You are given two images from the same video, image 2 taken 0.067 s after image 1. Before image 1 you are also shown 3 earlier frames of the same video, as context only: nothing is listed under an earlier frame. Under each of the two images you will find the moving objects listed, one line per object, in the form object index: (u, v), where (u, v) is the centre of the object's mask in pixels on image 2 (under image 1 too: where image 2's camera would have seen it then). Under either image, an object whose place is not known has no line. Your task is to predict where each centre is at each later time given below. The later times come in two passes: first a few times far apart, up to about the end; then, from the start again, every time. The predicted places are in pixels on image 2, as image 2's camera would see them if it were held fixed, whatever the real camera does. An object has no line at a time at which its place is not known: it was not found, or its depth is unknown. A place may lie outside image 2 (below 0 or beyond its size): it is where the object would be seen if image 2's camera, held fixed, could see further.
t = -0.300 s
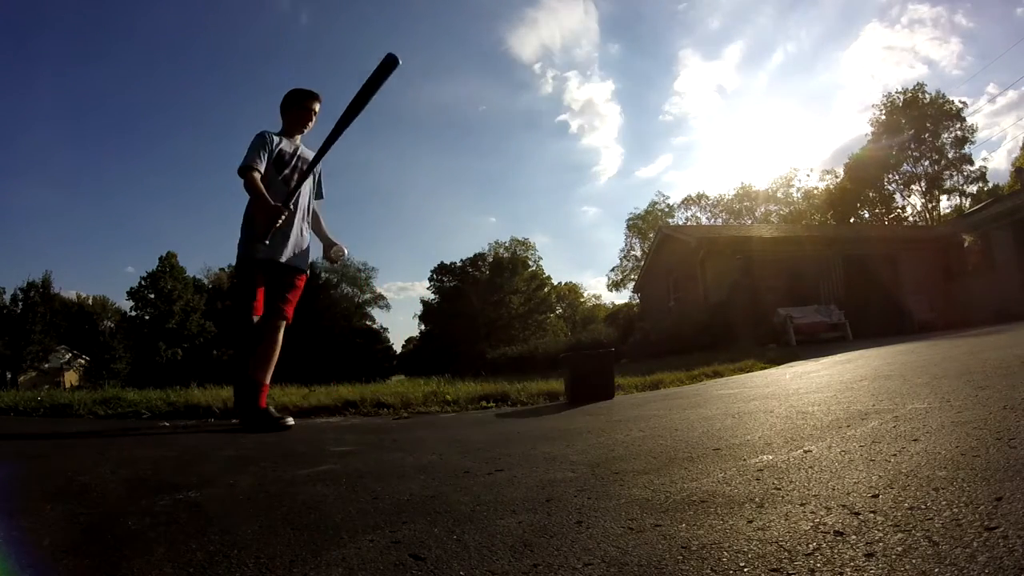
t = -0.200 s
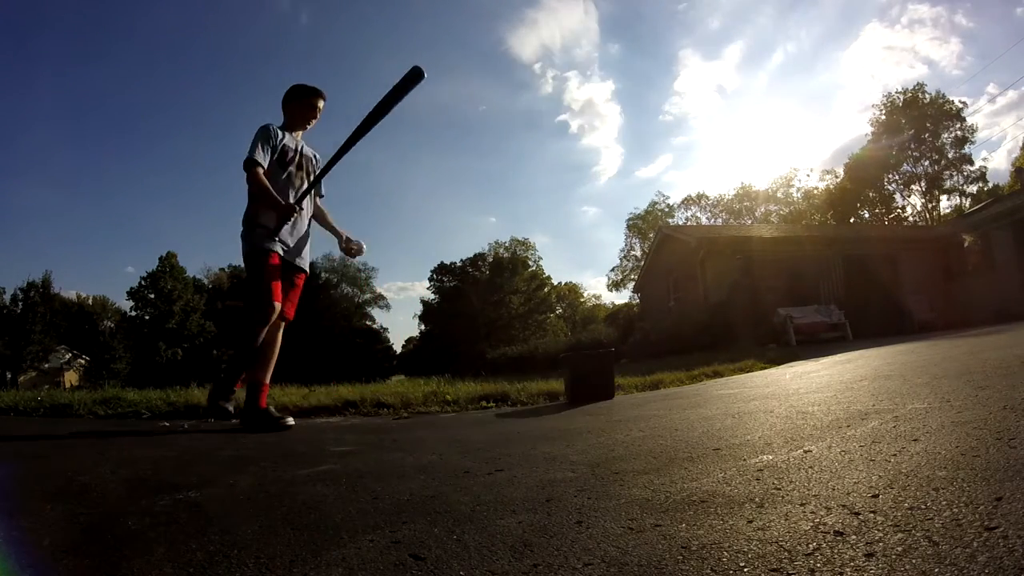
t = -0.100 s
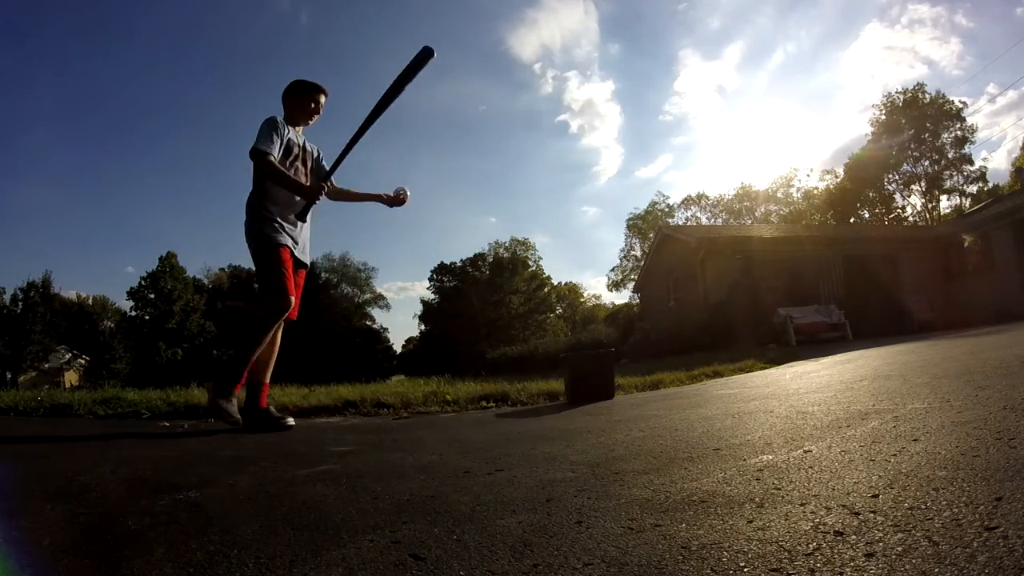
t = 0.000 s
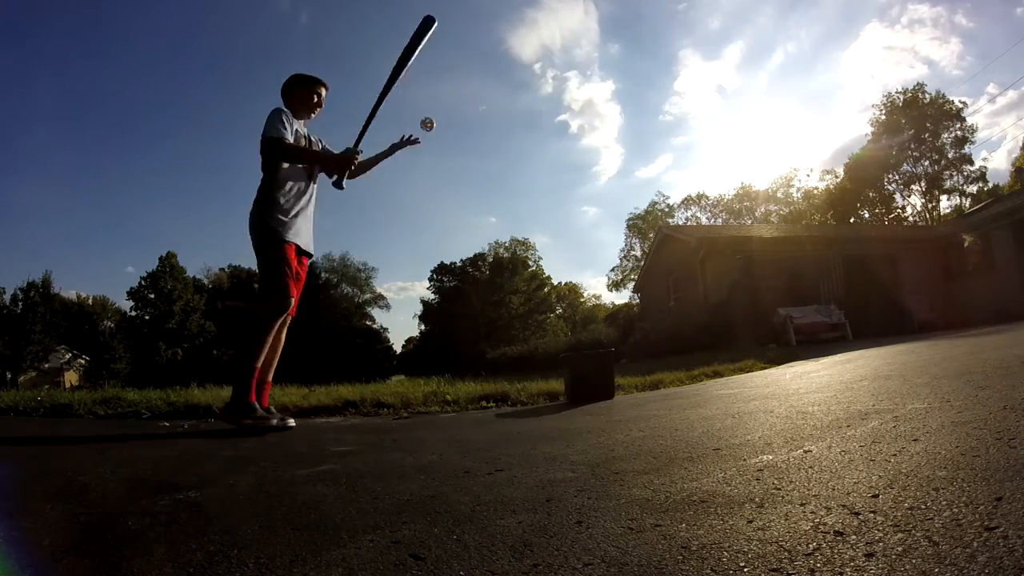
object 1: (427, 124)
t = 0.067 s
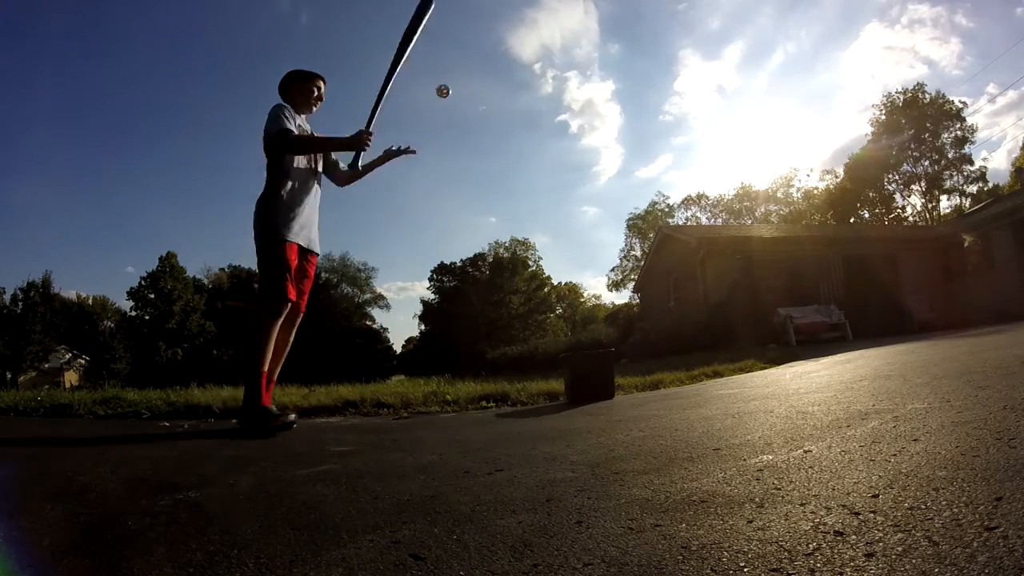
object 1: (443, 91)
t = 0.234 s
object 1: (480, 46)
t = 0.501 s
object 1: (538, 63)
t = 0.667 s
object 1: (581, 138)
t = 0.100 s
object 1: (451, 78)
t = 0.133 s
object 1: (458, 67)
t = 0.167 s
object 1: (465, 58)
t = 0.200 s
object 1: (473, 51)
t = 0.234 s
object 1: (480, 46)
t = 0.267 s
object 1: (487, 42)
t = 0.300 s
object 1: (494, 40)
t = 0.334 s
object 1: (501, 39)
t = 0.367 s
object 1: (508, 41)
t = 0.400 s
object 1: (515, 44)
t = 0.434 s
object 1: (522, 48)
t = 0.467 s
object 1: (530, 55)
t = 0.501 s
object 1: (538, 63)
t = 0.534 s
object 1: (546, 73)
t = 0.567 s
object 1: (554, 86)
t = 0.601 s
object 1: (562, 101)
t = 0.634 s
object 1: (571, 118)
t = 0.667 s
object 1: (581, 138)
